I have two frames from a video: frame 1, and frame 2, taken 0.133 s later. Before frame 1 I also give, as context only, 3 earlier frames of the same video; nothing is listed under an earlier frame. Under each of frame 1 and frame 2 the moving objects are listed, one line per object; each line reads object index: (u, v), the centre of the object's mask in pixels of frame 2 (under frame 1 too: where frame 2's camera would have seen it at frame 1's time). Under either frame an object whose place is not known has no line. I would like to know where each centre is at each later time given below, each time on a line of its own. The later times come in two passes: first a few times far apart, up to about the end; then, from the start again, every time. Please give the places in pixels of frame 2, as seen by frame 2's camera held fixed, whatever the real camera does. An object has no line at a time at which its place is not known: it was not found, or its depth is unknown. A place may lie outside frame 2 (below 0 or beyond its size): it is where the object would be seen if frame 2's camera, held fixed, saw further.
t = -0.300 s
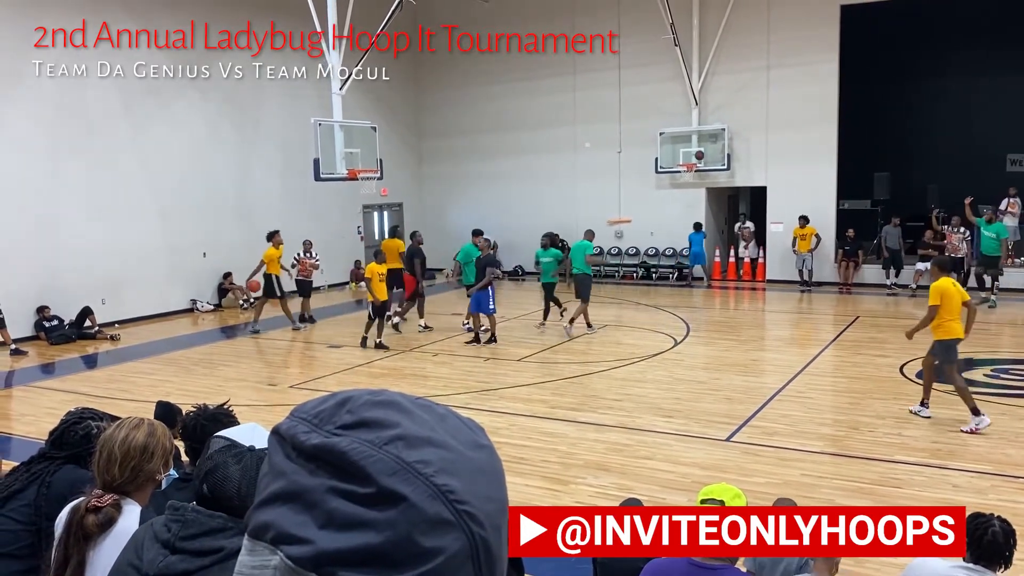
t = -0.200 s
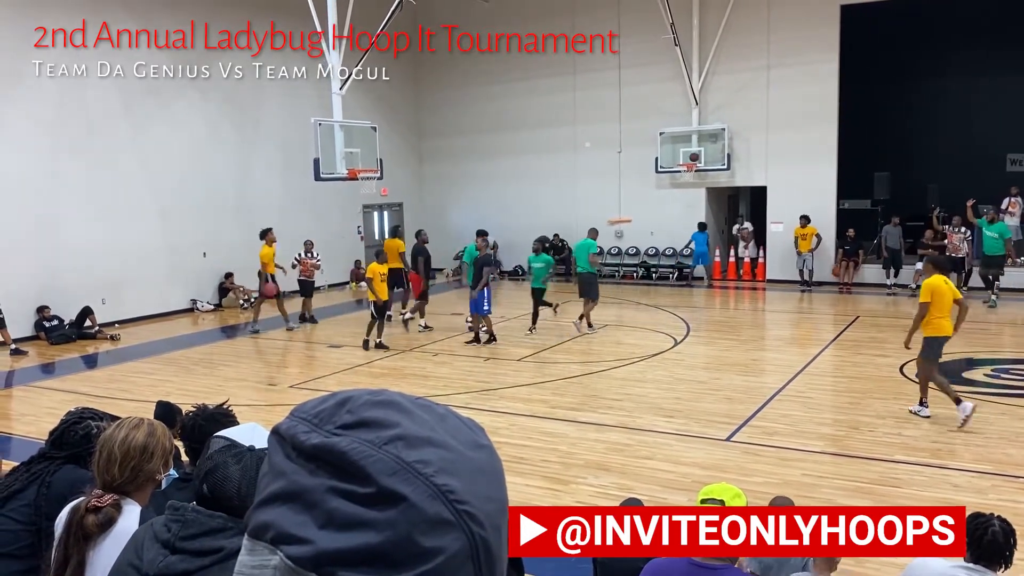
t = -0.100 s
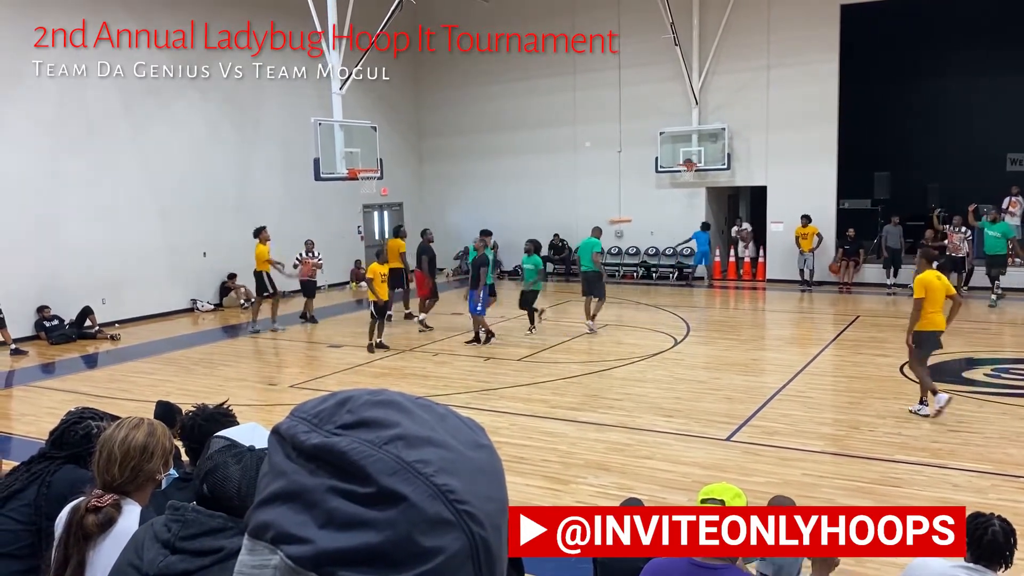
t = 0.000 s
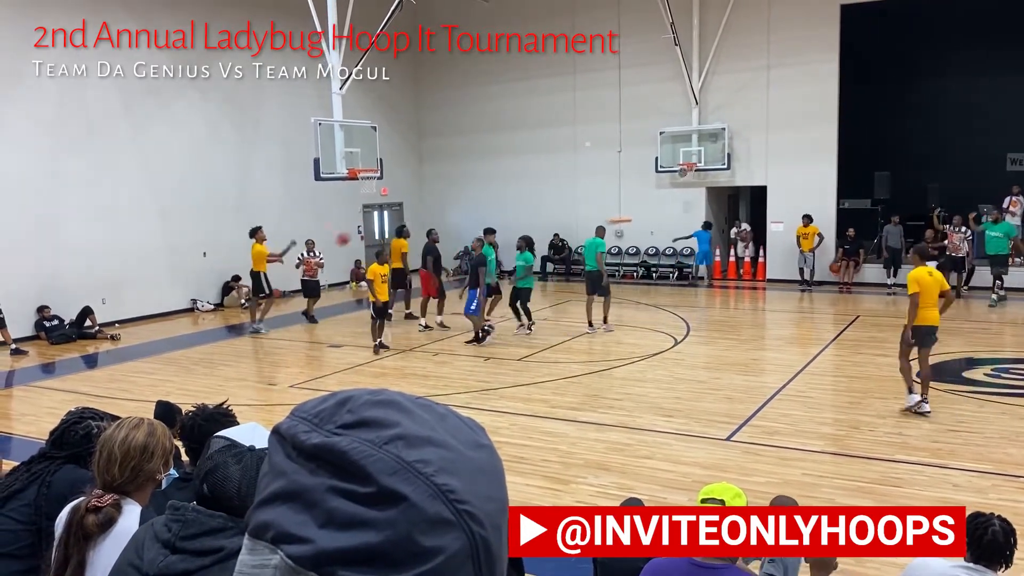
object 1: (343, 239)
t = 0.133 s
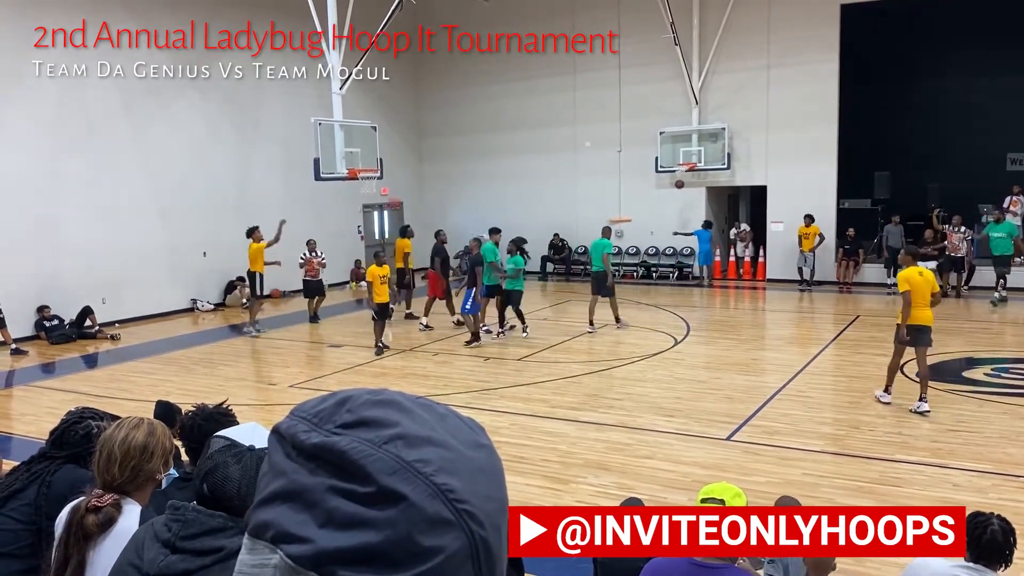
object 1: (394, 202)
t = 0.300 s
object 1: (455, 173)
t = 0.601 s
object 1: (561, 157)
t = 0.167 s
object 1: (406, 196)
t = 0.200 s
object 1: (418, 190)
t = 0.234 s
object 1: (431, 183)
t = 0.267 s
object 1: (442, 178)
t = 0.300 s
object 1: (455, 173)
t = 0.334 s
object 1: (467, 169)
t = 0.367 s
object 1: (479, 165)
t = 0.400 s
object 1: (491, 162)
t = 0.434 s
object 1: (503, 160)
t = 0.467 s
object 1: (515, 159)
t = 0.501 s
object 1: (527, 158)
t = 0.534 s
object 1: (538, 157)
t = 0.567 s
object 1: (550, 157)
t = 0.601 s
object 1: (561, 157)
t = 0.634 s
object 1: (572, 159)
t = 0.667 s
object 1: (584, 160)
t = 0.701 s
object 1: (596, 163)
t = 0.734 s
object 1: (607, 166)
